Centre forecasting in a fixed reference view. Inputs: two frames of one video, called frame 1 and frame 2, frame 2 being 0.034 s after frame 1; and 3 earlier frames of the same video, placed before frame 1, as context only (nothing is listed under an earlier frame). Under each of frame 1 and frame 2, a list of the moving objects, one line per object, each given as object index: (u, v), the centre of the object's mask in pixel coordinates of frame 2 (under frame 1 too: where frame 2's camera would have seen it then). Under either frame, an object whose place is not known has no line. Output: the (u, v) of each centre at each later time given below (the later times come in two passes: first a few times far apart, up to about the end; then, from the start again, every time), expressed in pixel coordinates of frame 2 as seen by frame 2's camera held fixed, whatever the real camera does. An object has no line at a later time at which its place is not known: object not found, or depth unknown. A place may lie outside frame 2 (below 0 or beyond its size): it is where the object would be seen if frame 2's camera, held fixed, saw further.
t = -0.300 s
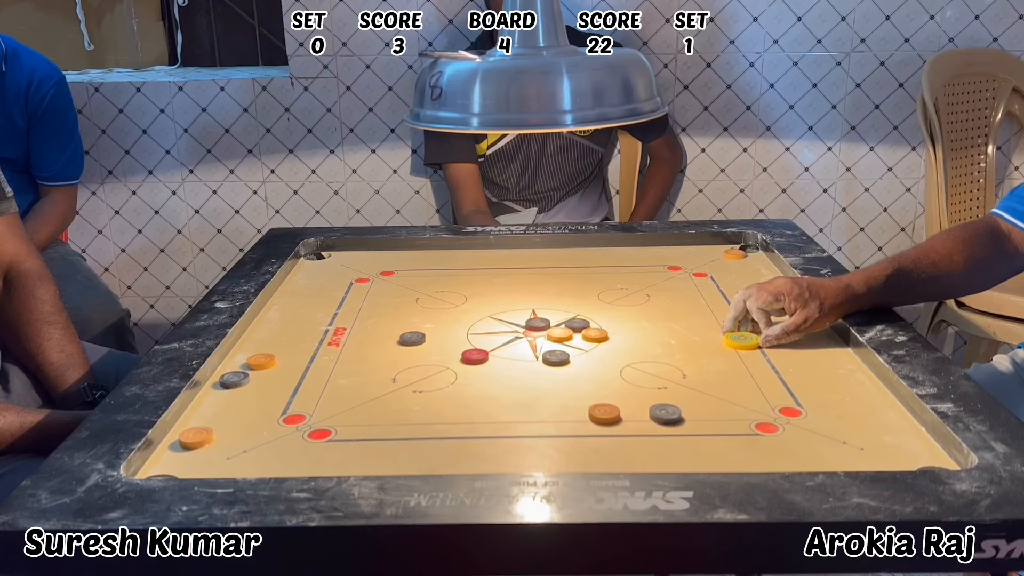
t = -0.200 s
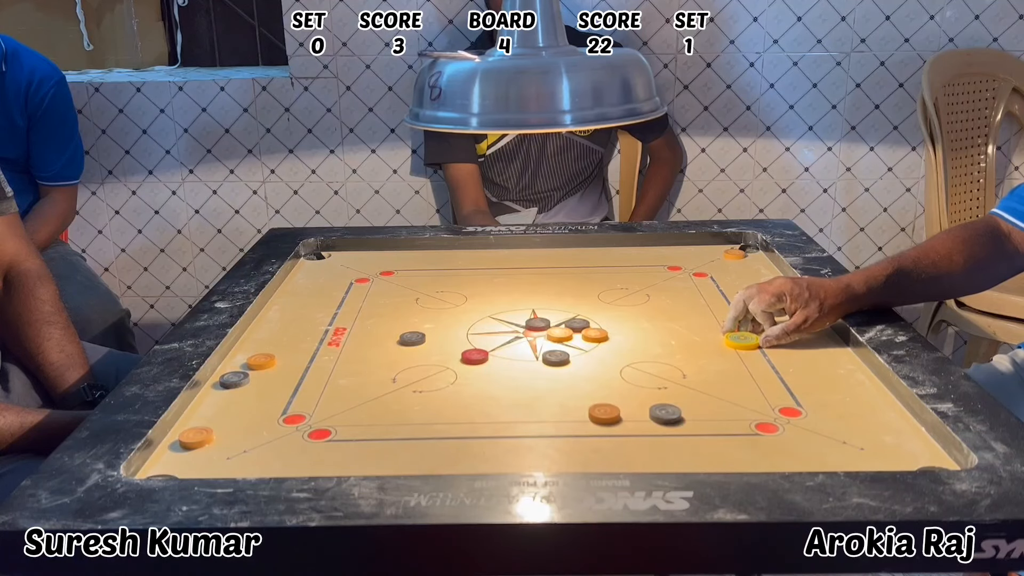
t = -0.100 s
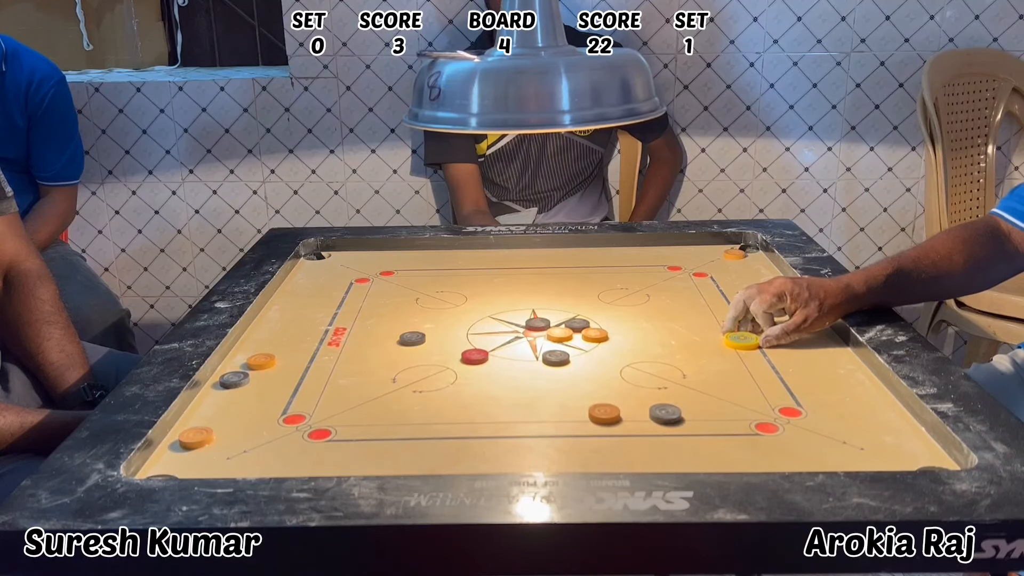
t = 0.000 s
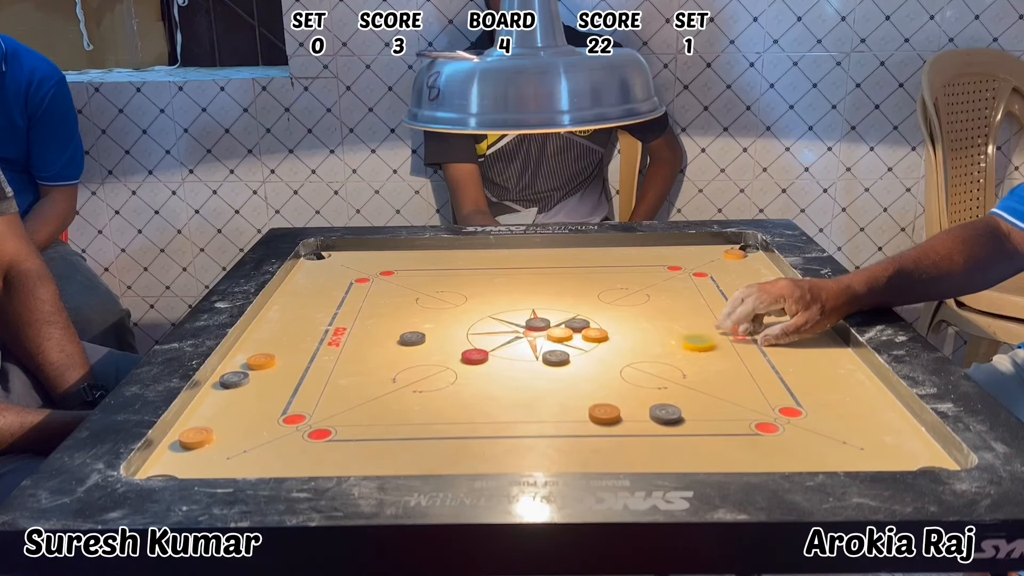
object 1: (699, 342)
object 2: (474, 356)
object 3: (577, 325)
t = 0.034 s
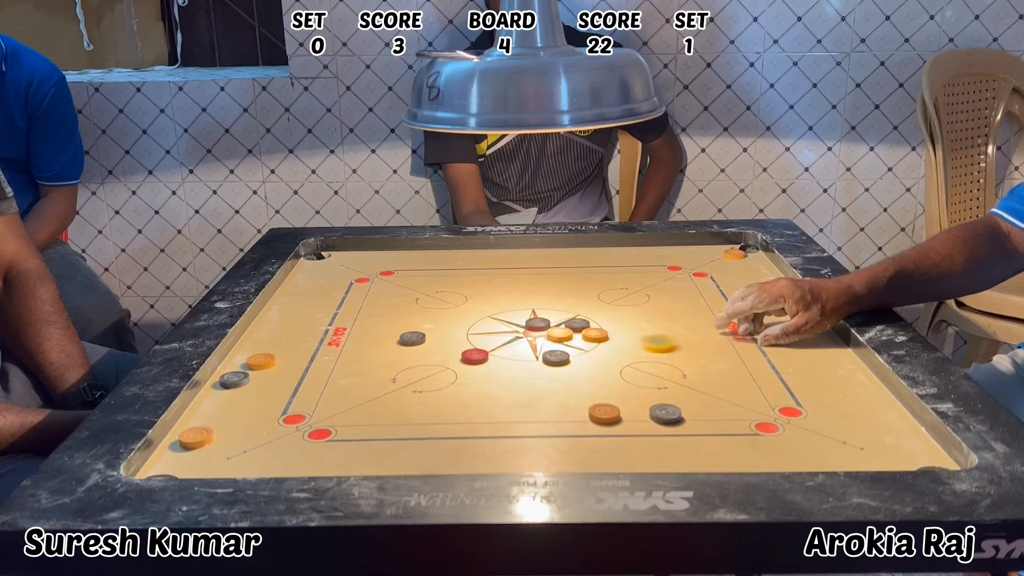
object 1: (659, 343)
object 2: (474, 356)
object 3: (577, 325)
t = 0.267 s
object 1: (506, 352)
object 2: (474, 356)
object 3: (529, 295)
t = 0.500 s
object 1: (478, 350)
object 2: (390, 368)
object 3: (499, 276)
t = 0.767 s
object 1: (478, 350)
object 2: (366, 371)
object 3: (492, 272)
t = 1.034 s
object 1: (477, 350)
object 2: (366, 371)
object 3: (492, 272)
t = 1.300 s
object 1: (477, 350)
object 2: (366, 371)
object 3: (492, 272)
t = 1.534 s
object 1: (477, 350)
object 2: (366, 371)
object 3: (492, 272)
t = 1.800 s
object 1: (477, 350)
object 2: (366, 371)
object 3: (492, 272)
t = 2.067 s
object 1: (477, 350)
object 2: (366, 371)
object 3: (492, 272)
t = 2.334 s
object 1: (477, 350)
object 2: (366, 371)
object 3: (492, 272)
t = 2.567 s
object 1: (477, 350)
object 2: (366, 371)
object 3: (492, 272)
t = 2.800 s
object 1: (477, 350)
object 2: (366, 371)
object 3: (492, 272)
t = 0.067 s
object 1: (621, 345)
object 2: (474, 356)
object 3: (577, 325)
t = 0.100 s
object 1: (590, 348)
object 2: (474, 356)
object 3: (570, 321)
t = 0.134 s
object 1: (568, 350)
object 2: (474, 356)
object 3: (561, 315)
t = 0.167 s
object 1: (550, 350)
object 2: (474, 356)
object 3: (551, 309)
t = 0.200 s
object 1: (535, 351)
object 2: (474, 356)
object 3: (543, 304)
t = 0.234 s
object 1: (521, 351)
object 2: (474, 356)
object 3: (536, 299)
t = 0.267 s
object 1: (506, 352)
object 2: (474, 356)
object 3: (529, 295)
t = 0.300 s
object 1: (499, 352)
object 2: (461, 358)
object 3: (523, 291)
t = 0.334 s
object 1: (493, 351)
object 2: (446, 360)
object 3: (518, 288)
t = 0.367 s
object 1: (488, 351)
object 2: (433, 363)
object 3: (513, 285)
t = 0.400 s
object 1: (484, 351)
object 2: (420, 364)
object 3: (509, 282)
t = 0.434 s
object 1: (481, 350)
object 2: (409, 366)
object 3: (505, 280)
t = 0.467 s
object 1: (479, 350)
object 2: (399, 367)
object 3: (502, 278)
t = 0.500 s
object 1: (478, 350)
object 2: (390, 368)
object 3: (499, 276)
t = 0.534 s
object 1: (477, 350)
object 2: (382, 369)
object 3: (497, 275)
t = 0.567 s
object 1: (477, 350)
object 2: (376, 370)
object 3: (495, 274)
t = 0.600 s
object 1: (477, 350)
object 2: (371, 371)
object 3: (493, 273)
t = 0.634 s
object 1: (477, 350)
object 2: (368, 371)
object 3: (492, 272)
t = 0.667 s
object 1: (477, 350)
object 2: (366, 371)
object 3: (492, 272)
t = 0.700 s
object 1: (477, 350)
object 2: (366, 371)
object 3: (492, 272)
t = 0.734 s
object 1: (477, 350)
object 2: (366, 371)
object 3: (492, 272)
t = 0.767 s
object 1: (478, 350)
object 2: (366, 371)
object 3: (492, 272)
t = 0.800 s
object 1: (478, 350)
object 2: (366, 371)
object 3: (492, 272)
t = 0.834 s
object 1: (477, 350)
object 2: (366, 371)
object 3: (492, 272)
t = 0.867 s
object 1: (478, 350)
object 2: (366, 371)
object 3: (492, 272)
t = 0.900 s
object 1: (477, 350)
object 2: (366, 371)
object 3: (492, 272)
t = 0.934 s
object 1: (477, 350)
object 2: (366, 371)
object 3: (492, 272)
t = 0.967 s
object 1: (478, 350)
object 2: (366, 371)
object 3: (492, 272)
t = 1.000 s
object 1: (477, 350)
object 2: (366, 371)
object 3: (492, 272)
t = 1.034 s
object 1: (477, 350)
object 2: (366, 371)
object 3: (492, 272)
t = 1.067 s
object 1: (477, 350)
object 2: (366, 371)
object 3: (492, 272)
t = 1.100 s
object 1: (477, 350)
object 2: (366, 371)
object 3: (492, 272)
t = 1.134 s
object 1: (477, 350)
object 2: (366, 371)
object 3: (492, 272)
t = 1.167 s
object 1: (477, 350)
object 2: (366, 371)
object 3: (492, 272)
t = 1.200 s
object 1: (477, 350)
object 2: (366, 371)
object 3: (492, 272)
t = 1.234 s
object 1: (477, 350)
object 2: (366, 371)
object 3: (492, 272)
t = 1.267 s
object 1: (477, 350)
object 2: (366, 371)
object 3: (492, 272)
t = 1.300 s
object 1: (477, 350)
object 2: (366, 371)
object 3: (492, 272)
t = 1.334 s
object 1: (477, 350)
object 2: (366, 371)
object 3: (492, 272)
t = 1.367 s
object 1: (477, 350)
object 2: (366, 371)
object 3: (492, 272)
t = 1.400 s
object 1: (477, 350)
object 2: (366, 371)
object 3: (492, 272)
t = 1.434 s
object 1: (477, 350)
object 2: (366, 371)
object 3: (492, 272)
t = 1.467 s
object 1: (477, 350)
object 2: (366, 371)
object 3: (492, 272)
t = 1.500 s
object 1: (477, 350)
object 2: (366, 371)
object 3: (492, 272)
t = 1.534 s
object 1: (477, 350)
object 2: (366, 371)
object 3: (492, 272)
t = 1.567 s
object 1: (477, 350)
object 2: (366, 371)
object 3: (492, 272)
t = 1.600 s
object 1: (477, 350)
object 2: (366, 371)
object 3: (492, 272)
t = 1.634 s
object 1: (477, 350)
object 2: (366, 371)
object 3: (492, 272)
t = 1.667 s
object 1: (477, 350)
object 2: (366, 371)
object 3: (492, 272)
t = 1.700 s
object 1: (477, 350)
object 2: (366, 371)
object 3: (492, 272)
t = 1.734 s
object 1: (477, 350)
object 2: (366, 371)
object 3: (492, 272)
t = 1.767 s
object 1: (477, 350)
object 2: (366, 371)
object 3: (492, 272)
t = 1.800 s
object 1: (477, 350)
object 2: (366, 371)
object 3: (492, 272)
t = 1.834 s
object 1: (477, 350)
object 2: (366, 371)
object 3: (492, 272)
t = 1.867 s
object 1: (477, 350)
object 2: (366, 371)
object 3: (492, 272)
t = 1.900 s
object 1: (477, 350)
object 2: (366, 371)
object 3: (492, 272)
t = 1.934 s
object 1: (477, 350)
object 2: (366, 371)
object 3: (492, 272)
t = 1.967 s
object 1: (477, 350)
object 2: (366, 371)
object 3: (492, 272)
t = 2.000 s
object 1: (477, 350)
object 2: (366, 371)
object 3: (492, 272)
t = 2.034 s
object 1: (477, 350)
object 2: (366, 371)
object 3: (492, 272)
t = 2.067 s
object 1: (477, 350)
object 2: (366, 371)
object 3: (492, 272)
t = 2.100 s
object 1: (477, 350)
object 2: (366, 371)
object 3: (492, 272)
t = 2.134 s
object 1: (477, 350)
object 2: (366, 371)
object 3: (492, 272)
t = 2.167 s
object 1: (477, 350)
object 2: (366, 371)
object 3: (492, 272)
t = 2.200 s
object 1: (477, 350)
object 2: (366, 371)
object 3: (492, 272)
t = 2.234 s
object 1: (477, 350)
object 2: (366, 371)
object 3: (492, 272)
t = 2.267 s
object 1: (477, 350)
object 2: (366, 371)
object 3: (492, 272)
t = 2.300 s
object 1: (478, 350)
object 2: (366, 371)
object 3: (492, 272)
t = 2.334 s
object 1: (477, 350)
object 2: (366, 371)
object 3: (492, 272)
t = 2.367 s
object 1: (477, 350)
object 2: (366, 371)
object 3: (492, 272)
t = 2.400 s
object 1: (477, 350)
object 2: (366, 371)
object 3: (492, 272)
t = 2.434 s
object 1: (477, 350)
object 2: (366, 371)
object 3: (492, 272)
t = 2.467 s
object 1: (477, 350)
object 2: (366, 371)
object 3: (492, 272)
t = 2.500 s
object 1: (477, 350)
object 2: (366, 371)
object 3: (492, 272)
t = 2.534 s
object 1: (477, 350)
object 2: (366, 371)
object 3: (492, 272)
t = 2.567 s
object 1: (477, 350)
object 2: (366, 371)
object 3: (492, 272)
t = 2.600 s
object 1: (478, 350)
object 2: (366, 371)
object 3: (492, 272)
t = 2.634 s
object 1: (477, 350)
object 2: (366, 371)
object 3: (492, 272)
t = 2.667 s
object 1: (477, 350)
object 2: (366, 371)
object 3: (492, 272)
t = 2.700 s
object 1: (477, 350)
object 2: (366, 371)
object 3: (492, 272)
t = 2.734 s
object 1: (477, 350)
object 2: (366, 371)
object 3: (492, 272)
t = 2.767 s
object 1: (478, 350)
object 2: (366, 371)
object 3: (492, 272)
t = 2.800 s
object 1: (477, 350)
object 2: (366, 371)
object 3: (492, 272)
